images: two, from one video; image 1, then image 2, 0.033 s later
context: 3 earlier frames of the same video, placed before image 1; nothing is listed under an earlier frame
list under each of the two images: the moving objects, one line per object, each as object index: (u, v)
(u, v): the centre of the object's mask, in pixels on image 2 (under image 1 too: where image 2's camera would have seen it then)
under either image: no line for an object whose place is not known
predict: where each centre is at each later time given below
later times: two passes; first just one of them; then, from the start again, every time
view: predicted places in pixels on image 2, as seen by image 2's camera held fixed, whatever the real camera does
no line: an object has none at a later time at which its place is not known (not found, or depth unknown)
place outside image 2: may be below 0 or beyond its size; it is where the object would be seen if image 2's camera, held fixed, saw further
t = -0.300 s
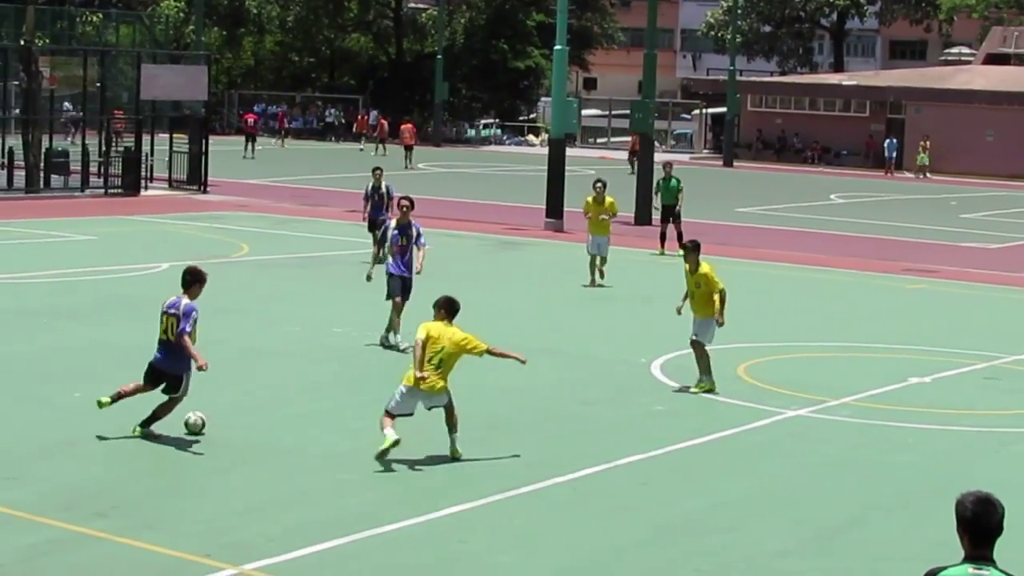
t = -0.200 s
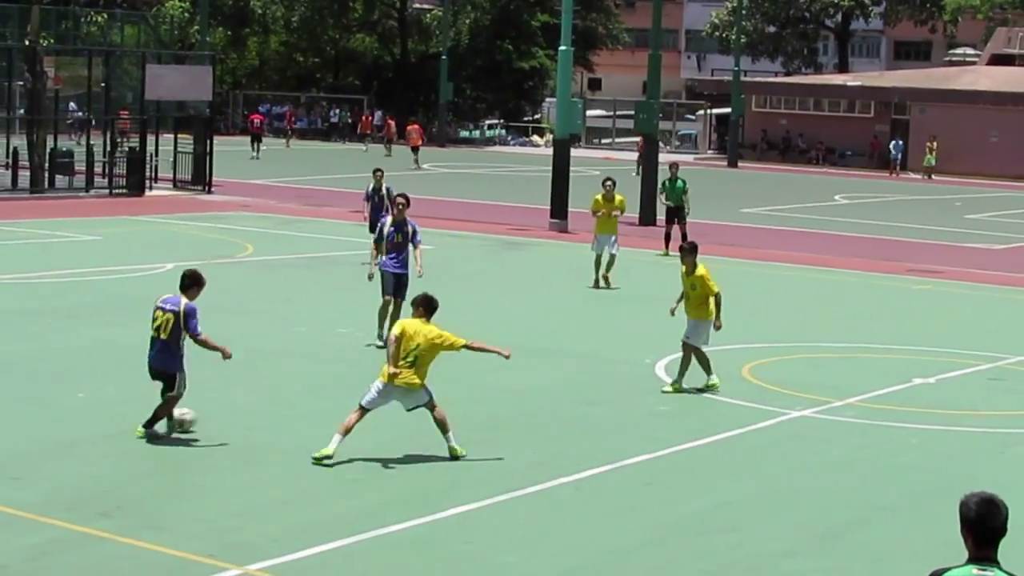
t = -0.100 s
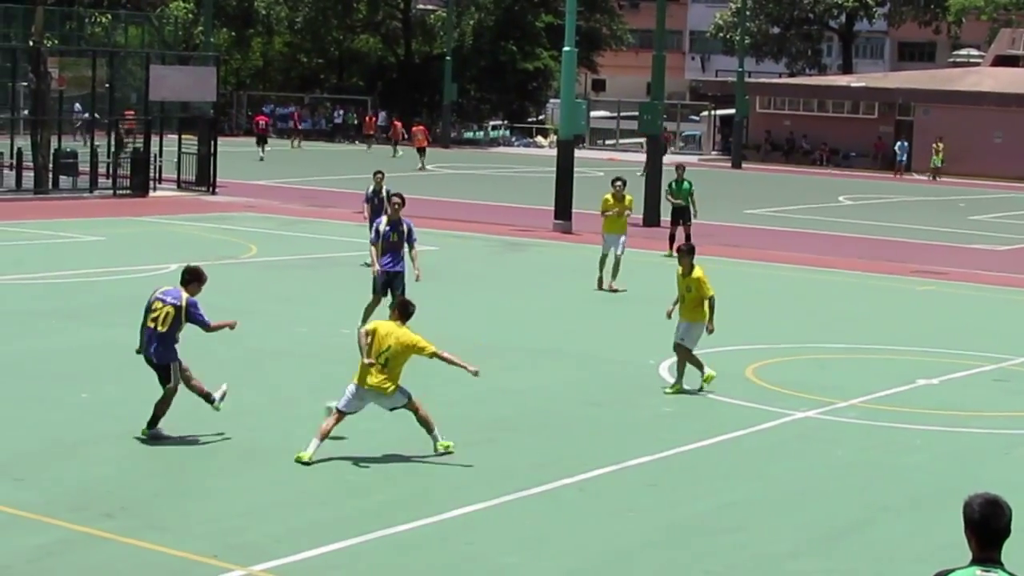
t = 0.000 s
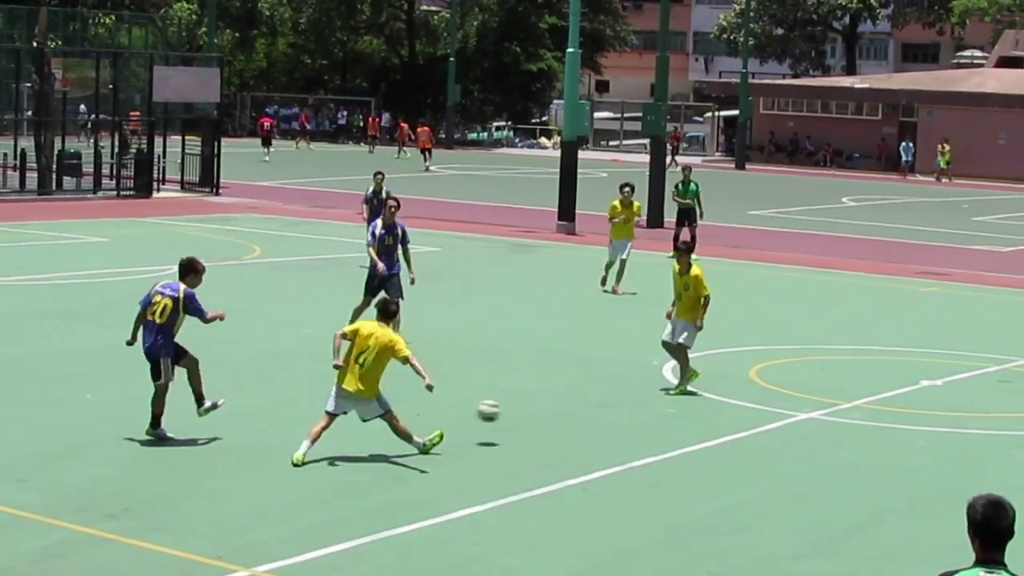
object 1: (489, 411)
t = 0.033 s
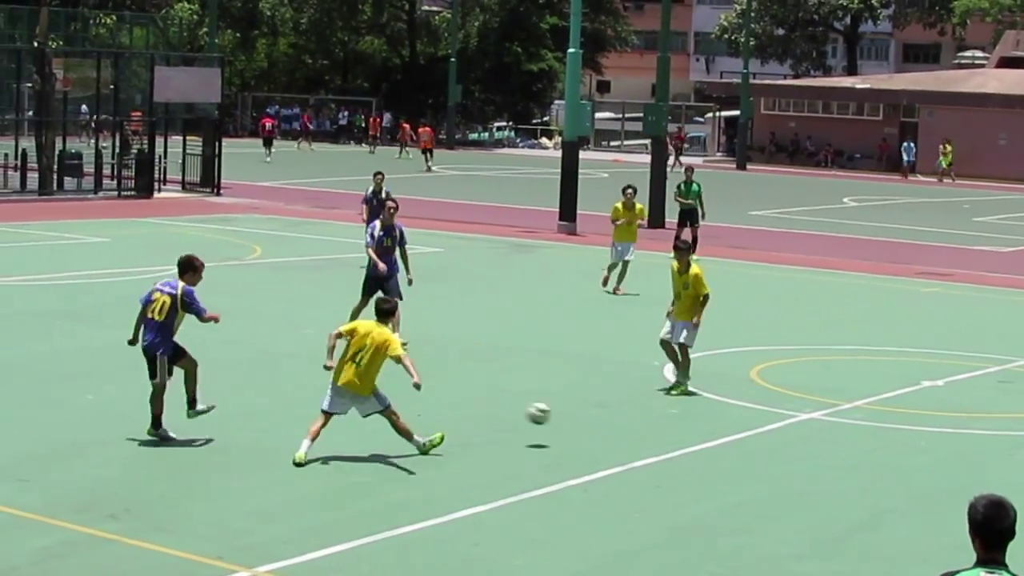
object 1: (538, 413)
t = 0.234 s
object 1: (822, 443)
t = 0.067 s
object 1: (588, 417)
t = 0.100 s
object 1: (637, 420)
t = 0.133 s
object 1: (684, 426)
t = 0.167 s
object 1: (733, 432)
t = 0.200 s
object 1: (779, 440)
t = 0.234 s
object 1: (822, 443)
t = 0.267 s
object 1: (859, 439)
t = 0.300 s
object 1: (897, 437)
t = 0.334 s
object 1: (934, 436)
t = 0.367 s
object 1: (972, 438)
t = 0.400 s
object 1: (1009, 439)
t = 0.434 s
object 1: (1046, 443)
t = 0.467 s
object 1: (1082, 448)
